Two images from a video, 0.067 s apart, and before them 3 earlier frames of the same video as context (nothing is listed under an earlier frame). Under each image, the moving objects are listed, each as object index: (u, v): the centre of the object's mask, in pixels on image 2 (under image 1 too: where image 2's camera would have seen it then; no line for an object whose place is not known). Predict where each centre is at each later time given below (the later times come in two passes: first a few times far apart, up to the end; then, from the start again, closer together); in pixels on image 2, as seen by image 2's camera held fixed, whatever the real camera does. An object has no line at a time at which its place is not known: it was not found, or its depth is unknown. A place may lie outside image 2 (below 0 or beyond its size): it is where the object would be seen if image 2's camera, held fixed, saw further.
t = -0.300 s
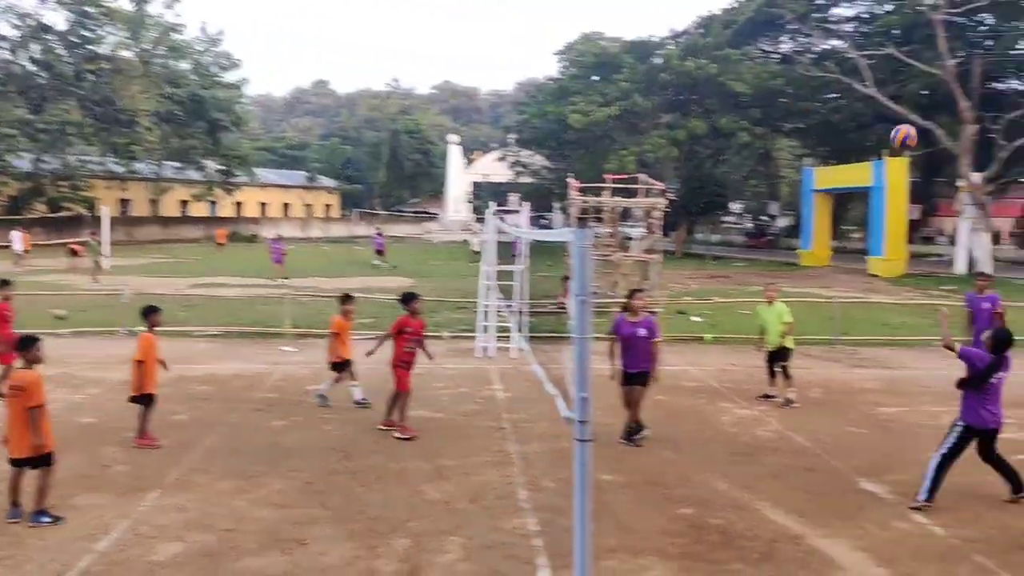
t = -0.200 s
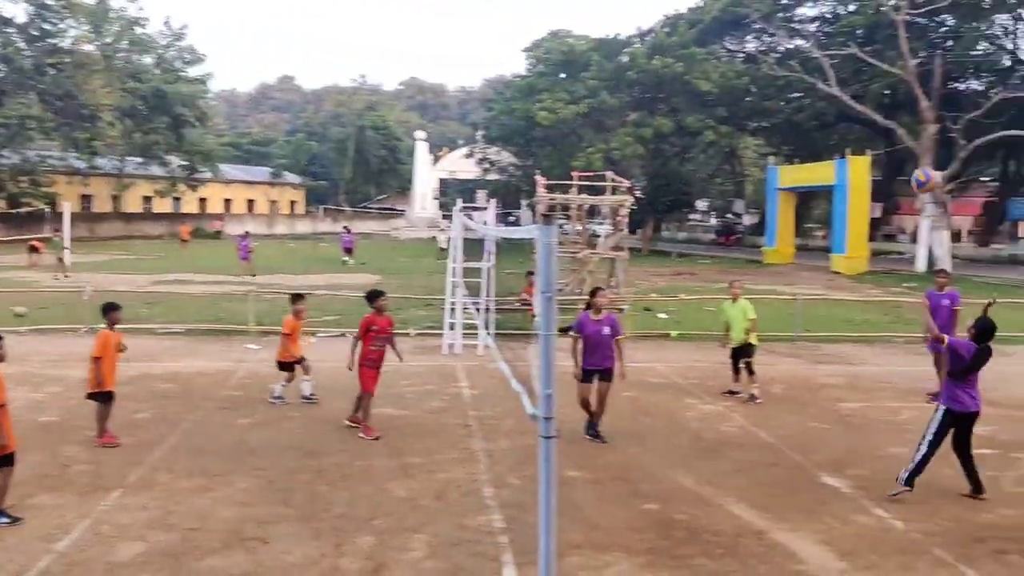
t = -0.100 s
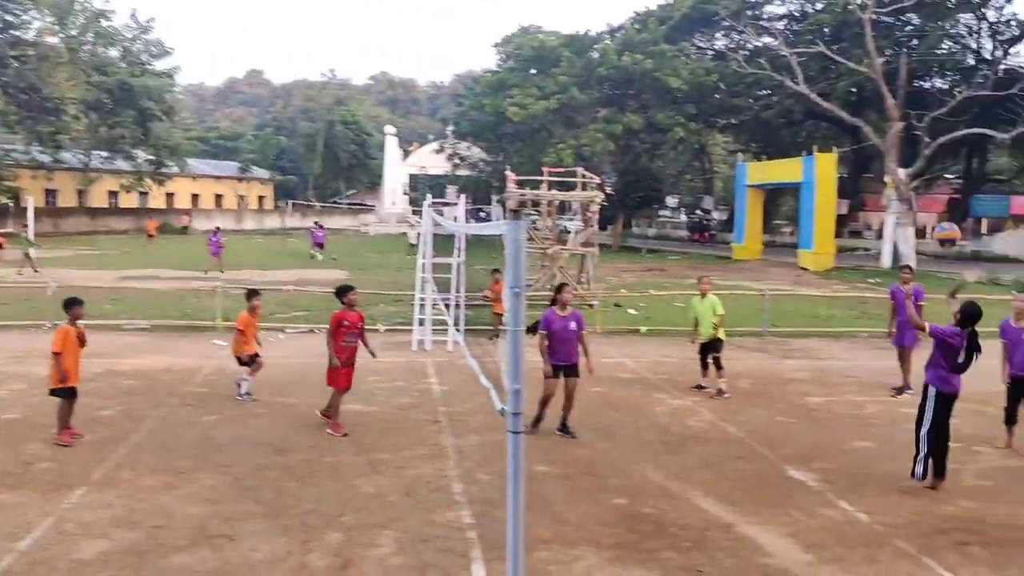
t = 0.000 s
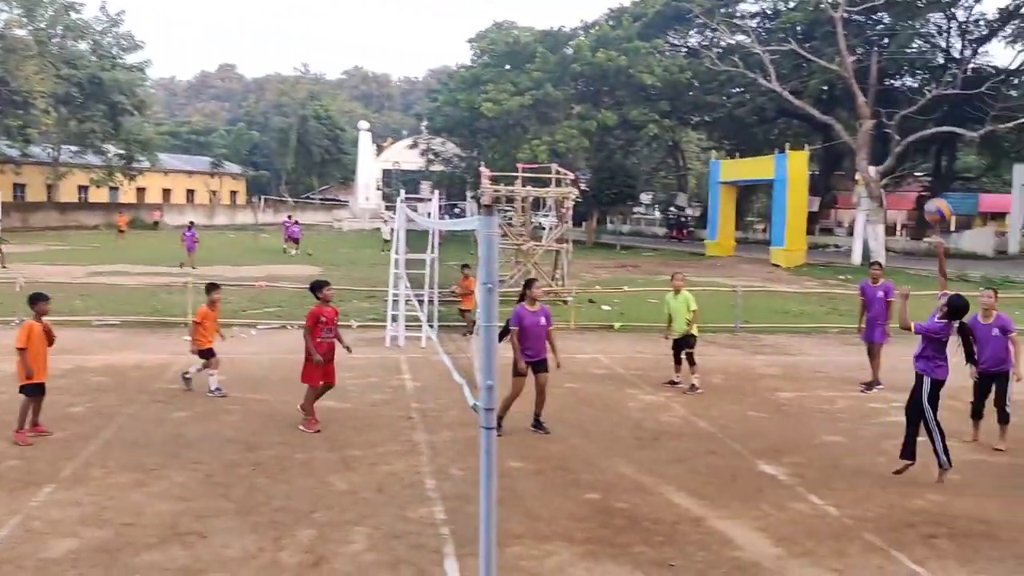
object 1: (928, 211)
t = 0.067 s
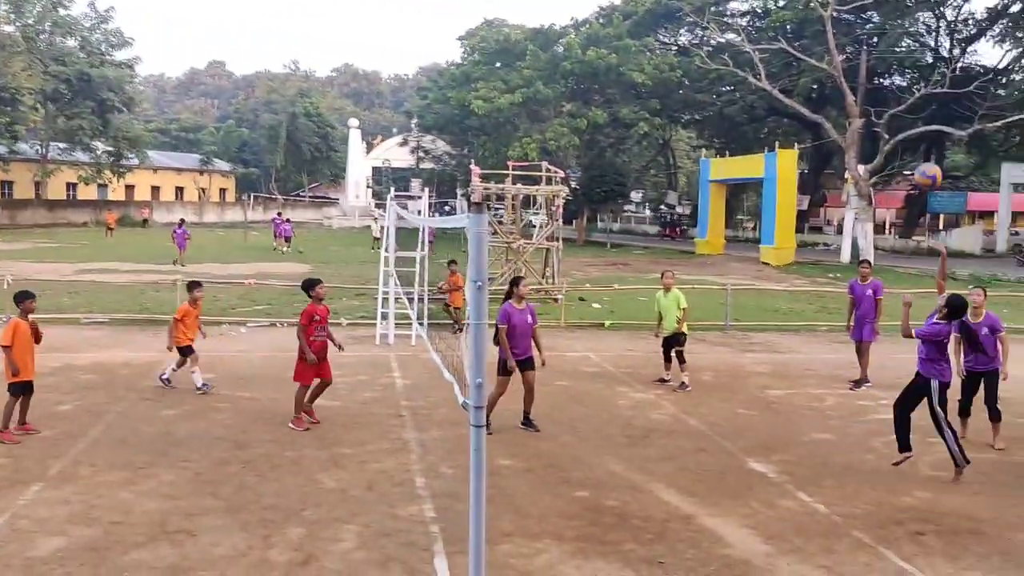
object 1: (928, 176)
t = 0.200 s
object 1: (929, 122)
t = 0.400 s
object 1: (929, 80)
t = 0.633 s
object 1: (925, 93)
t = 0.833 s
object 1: (919, 158)
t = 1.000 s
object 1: (911, 256)
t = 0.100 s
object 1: (929, 160)
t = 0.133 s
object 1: (929, 146)
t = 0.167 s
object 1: (929, 134)
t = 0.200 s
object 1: (929, 122)
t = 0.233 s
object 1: (929, 111)
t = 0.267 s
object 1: (929, 102)
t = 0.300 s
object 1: (929, 94)
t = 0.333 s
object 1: (929, 88)
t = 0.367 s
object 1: (929, 83)
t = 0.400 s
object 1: (929, 80)
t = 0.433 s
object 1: (929, 78)
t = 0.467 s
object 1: (929, 77)
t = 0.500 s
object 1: (929, 78)
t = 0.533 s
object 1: (928, 79)
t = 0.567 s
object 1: (927, 82)
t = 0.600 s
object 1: (926, 87)
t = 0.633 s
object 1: (925, 93)
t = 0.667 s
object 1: (924, 100)
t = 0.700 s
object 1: (923, 109)
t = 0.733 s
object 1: (922, 119)
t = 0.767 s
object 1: (921, 131)
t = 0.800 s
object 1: (920, 144)
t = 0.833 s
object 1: (919, 158)
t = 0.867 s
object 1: (917, 175)
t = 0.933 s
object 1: (914, 212)
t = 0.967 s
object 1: (910, 233)
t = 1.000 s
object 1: (911, 256)
